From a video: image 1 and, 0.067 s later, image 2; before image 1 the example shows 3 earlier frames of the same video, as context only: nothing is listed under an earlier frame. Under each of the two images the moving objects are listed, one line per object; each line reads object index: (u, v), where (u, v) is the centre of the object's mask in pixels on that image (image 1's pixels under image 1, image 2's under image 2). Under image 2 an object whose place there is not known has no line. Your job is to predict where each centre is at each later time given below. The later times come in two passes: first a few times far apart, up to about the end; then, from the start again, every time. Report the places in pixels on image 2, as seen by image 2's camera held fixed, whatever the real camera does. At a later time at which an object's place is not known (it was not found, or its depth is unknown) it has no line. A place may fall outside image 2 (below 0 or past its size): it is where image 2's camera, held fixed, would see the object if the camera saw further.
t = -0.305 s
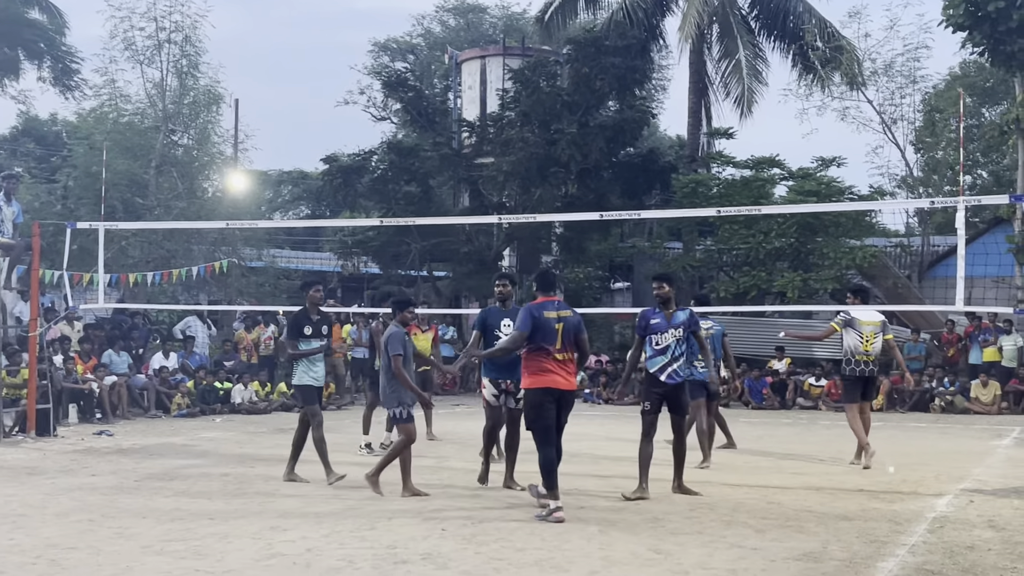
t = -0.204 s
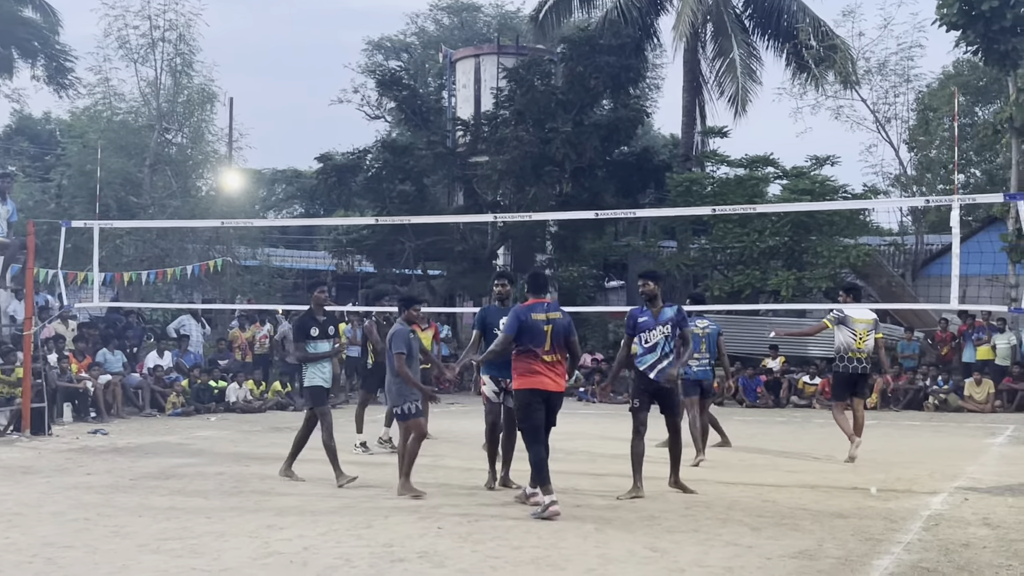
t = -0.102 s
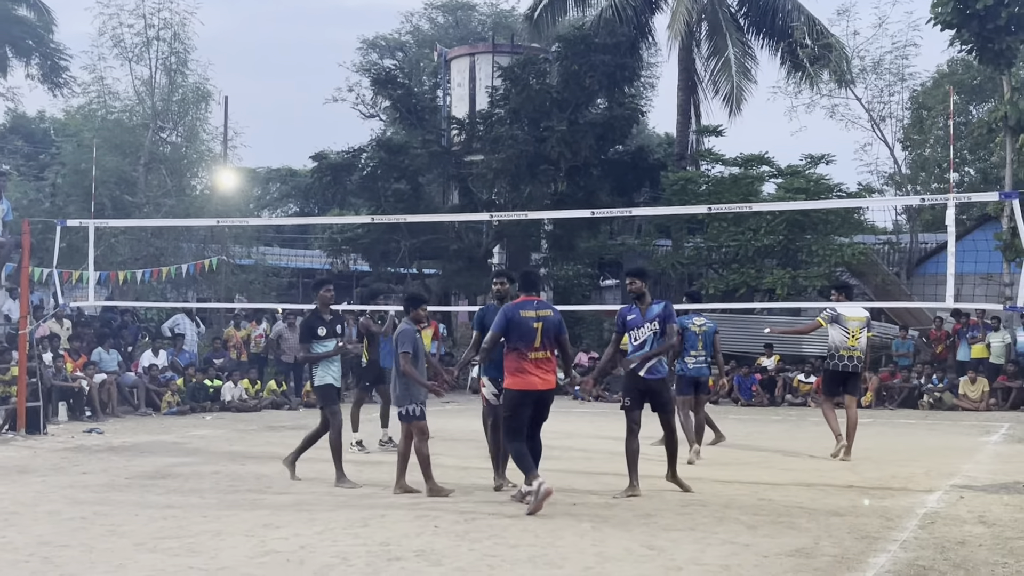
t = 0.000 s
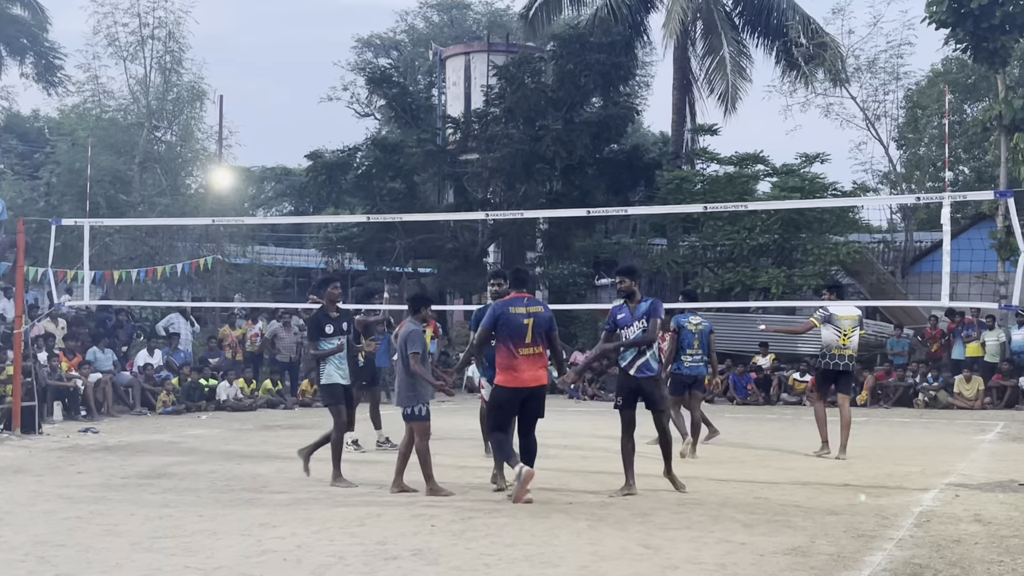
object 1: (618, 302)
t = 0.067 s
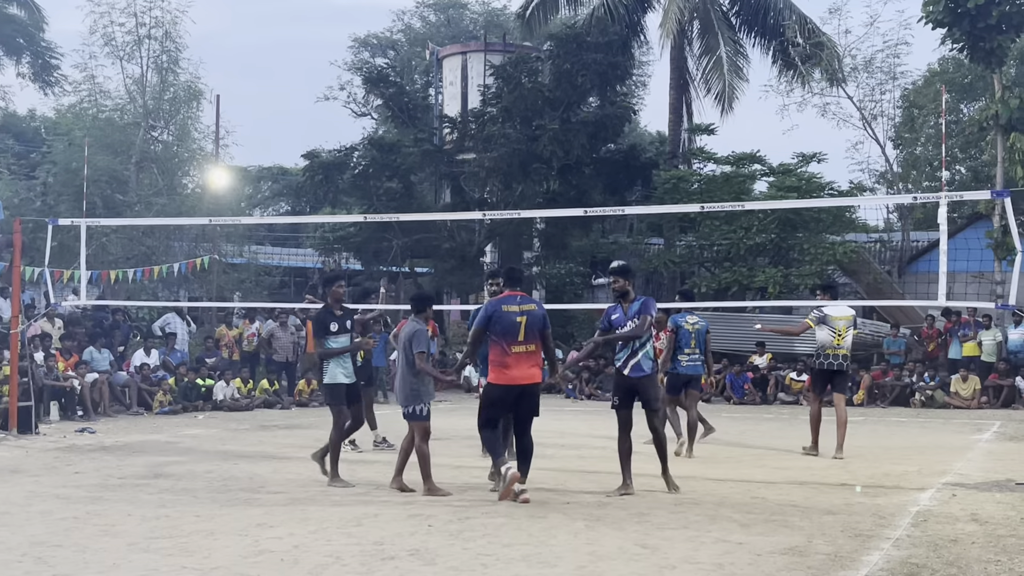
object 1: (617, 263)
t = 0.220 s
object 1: (621, 196)
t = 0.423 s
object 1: (624, 121)
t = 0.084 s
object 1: (618, 259)
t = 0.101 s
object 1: (619, 253)
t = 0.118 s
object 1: (619, 244)
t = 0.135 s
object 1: (619, 236)
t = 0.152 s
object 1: (620, 228)
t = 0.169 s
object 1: (620, 222)
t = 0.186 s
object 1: (620, 212)
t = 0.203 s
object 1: (620, 201)
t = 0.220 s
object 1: (621, 196)
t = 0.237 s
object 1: (621, 189)
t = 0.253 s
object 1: (621, 181)
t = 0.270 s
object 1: (622, 174)
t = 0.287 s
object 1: (622, 168)
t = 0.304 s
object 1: (622, 161)
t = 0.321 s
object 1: (623, 155)
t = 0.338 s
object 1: (623, 149)
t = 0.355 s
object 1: (623, 143)
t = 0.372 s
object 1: (623, 137)
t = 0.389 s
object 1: (624, 132)
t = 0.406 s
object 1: (624, 126)
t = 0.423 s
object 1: (624, 121)
